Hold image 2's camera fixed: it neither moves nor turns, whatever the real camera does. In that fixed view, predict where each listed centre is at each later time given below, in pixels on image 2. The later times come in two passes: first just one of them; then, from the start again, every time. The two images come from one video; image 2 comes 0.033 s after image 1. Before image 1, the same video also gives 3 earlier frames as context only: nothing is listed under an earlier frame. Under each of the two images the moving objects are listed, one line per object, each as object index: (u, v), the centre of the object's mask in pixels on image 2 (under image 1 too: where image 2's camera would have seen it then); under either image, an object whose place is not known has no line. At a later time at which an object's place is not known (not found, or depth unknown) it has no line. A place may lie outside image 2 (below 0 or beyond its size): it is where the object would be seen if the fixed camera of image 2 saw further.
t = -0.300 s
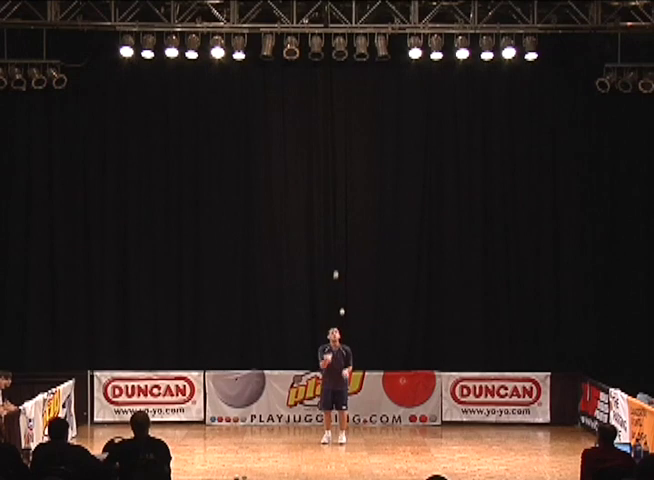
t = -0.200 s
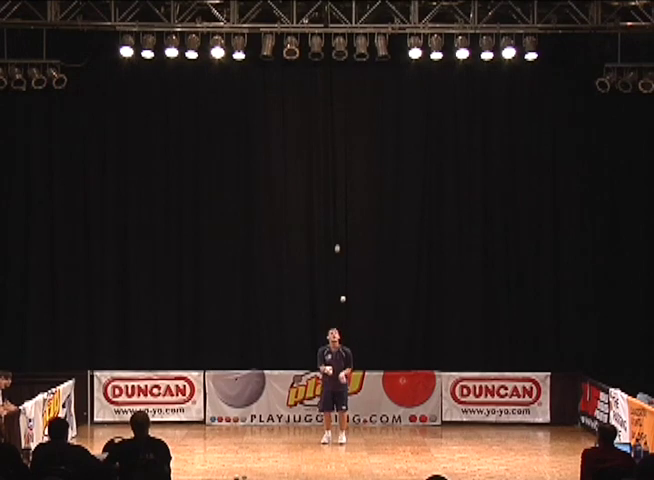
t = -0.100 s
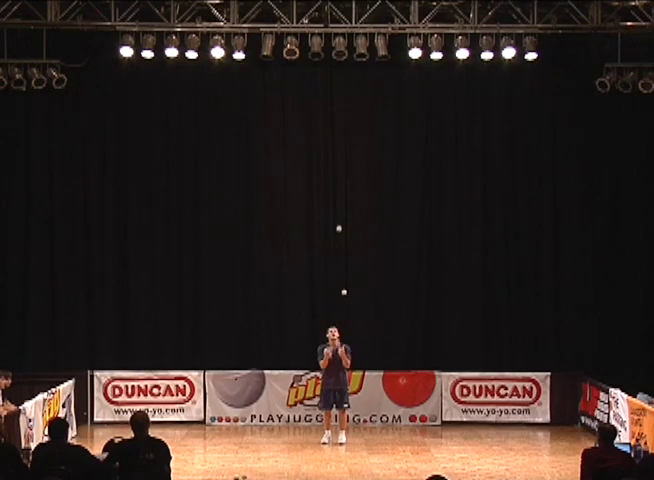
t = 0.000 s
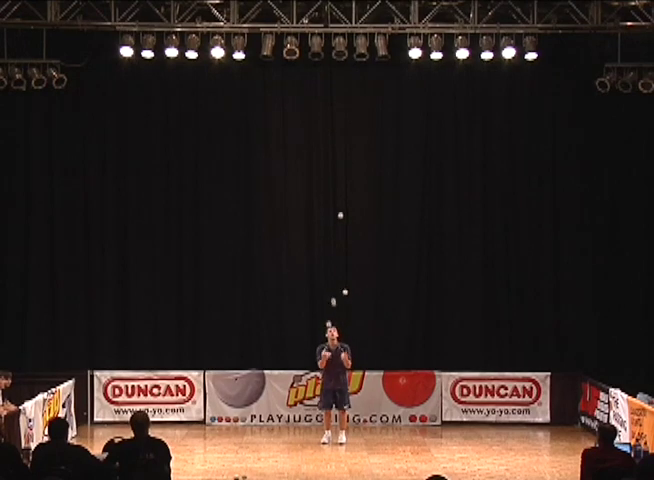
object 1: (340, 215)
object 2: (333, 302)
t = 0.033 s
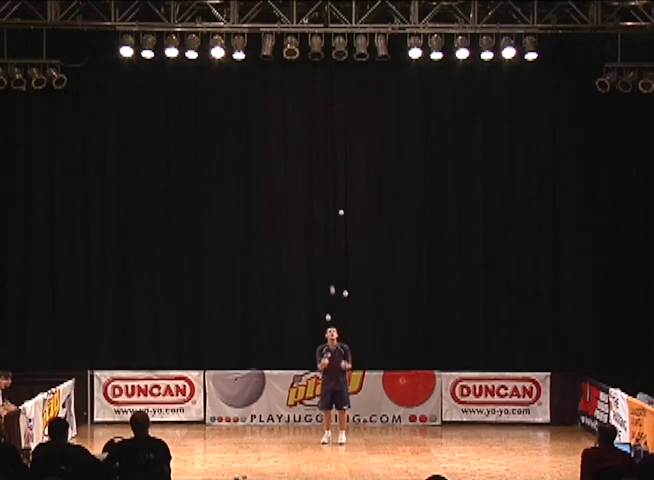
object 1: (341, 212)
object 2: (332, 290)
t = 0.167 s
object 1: (343, 208)
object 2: (326, 249)
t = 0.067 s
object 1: (341, 210)
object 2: (331, 279)
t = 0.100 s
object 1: (342, 208)
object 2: (329, 268)
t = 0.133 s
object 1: (342, 208)
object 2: (328, 259)
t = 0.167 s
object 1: (343, 208)
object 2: (326, 249)
